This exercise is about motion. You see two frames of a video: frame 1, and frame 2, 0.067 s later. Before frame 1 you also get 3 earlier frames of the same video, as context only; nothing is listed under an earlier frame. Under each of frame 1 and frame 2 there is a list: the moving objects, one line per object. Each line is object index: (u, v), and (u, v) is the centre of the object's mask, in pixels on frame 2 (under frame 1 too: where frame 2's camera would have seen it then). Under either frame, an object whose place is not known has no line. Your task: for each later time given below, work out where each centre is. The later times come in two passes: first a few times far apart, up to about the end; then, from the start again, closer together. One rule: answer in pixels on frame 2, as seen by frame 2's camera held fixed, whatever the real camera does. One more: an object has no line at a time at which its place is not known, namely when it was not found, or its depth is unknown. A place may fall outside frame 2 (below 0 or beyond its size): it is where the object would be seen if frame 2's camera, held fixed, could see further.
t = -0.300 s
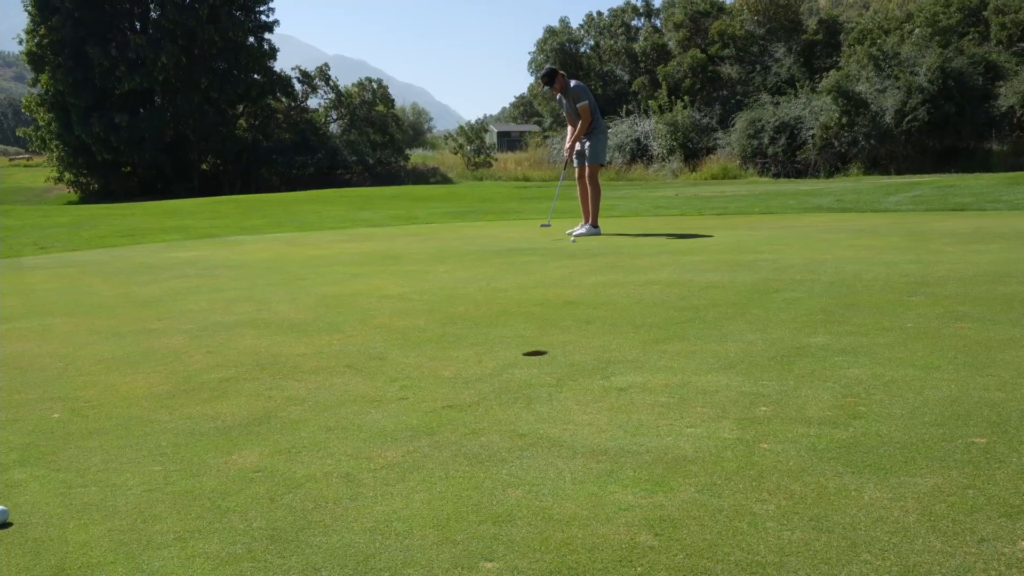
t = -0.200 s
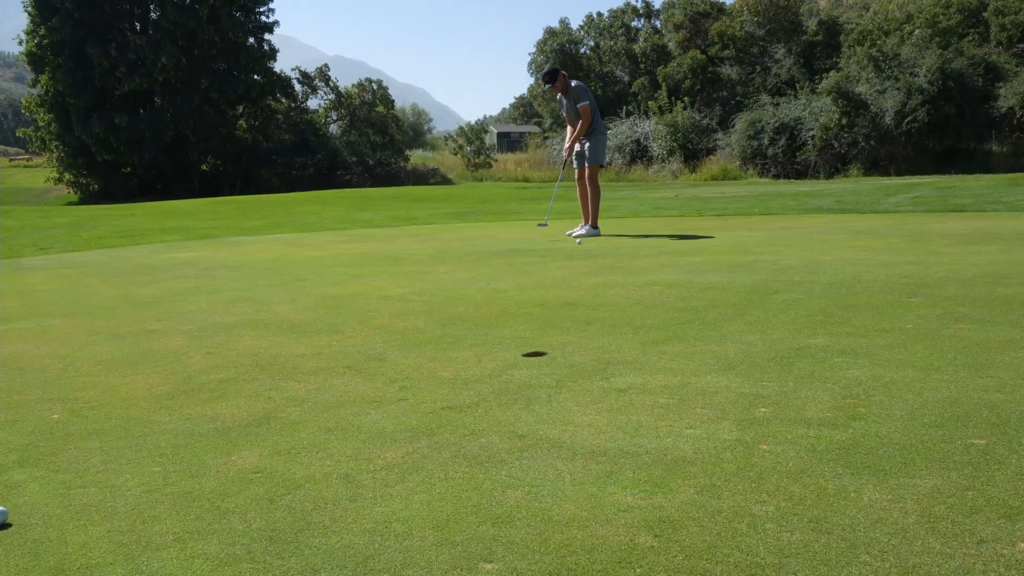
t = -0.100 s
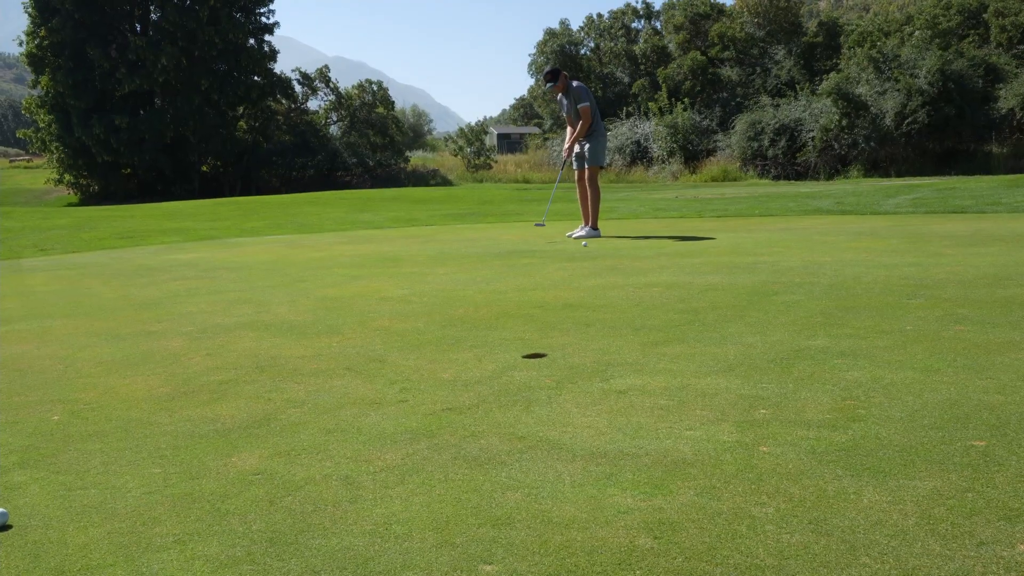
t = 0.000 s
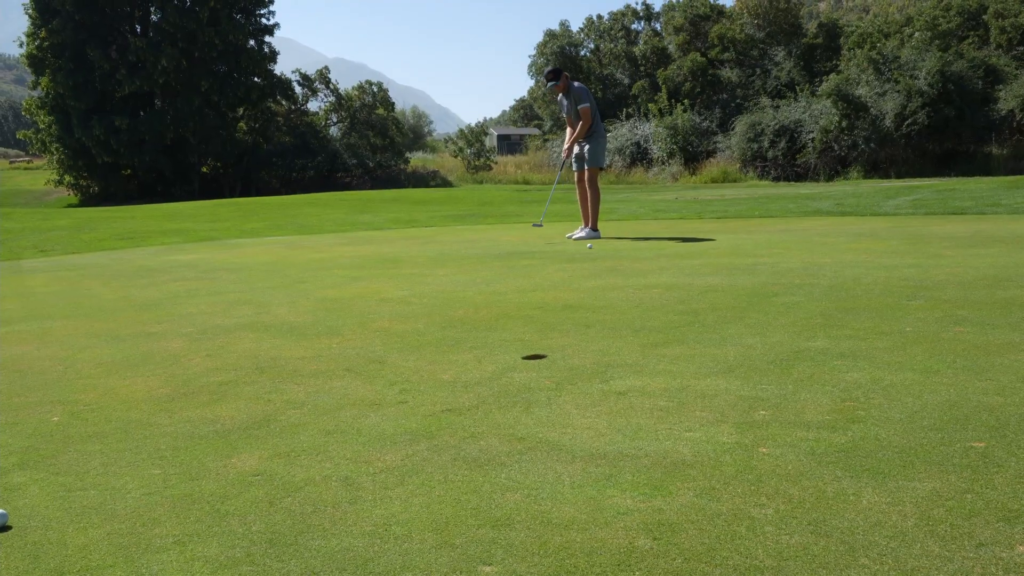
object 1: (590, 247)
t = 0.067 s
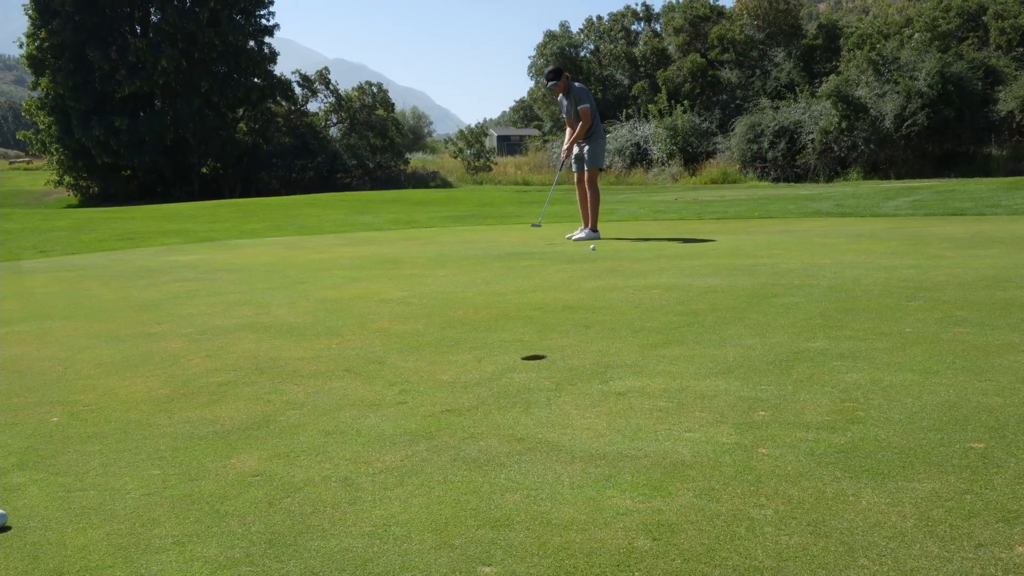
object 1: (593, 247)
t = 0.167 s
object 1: (598, 248)
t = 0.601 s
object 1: (617, 253)
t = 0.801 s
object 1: (624, 255)
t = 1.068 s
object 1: (632, 259)
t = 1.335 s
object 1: (637, 263)
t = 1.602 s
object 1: (641, 267)
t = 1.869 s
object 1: (643, 271)
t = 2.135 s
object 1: (644, 275)
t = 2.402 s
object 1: (643, 280)
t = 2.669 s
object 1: (640, 286)
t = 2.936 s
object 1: (633, 291)
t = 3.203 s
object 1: (624, 297)
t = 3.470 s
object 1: (615, 303)
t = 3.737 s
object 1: (605, 309)
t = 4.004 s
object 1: (595, 316)
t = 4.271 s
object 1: (585, 323)
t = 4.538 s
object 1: (574, 330)
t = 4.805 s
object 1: (562, 336)
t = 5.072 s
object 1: (550, 343)
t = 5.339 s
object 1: (539, 351)
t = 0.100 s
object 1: (594, 248)
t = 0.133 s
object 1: (596, 248)
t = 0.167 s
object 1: (598, 248)
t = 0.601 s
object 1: (617, 253)
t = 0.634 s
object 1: (618, 254)
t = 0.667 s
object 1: (620, 254)
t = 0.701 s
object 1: (621, 254)
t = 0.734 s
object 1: (622, 255)
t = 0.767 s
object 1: (623, 255)
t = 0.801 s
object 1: (624, 255)
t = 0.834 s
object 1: (625, 256)
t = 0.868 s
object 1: (626, 256)
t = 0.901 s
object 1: (627, 257)
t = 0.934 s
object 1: (628, 257)
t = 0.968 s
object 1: (629, 258)
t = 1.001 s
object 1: (630, 258)
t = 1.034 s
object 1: (631, 259)
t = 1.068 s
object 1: (632, 259)
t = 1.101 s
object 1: (633, 260)
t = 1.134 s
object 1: (633, 260)
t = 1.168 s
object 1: (634, 260)
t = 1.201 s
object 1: (635, 261)
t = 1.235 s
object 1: (635, 262)
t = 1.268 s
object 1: (636, 262)
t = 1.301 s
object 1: (637, 262)
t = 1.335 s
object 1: (637, 263)
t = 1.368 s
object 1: (638, 263)
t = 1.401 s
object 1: (639, 264)
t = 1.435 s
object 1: (639, 264)
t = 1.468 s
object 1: (640, 265)
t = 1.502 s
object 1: (640, 265)
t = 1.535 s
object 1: (641, 266)
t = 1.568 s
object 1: (641, 266)
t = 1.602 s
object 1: (641, 267)
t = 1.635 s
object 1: (642, 267)
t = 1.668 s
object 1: (642, 268)
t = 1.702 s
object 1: (642, 268)
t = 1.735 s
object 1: (642, 269)
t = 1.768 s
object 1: (643, 270)
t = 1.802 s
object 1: (643, 270)
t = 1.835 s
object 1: (643, 271)
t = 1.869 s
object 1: (643, 271)
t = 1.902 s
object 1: (644, 271)
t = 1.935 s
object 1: (643, 272)
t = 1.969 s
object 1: (643, 273)
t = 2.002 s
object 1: (643, 273)
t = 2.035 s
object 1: (644, 274)
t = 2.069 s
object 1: (644, 274)
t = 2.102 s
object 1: (644, 275)
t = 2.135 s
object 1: (644, 275)
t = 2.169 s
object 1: (644, 276)
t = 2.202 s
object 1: (644, 277)
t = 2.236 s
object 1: (644, 277)
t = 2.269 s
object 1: (644, 277)
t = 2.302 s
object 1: (644, 278)
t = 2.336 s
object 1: (643, 279)
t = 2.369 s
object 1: (643, 280)
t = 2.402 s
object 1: (643, 280)
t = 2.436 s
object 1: (643, 281)
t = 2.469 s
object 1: (642, 282)
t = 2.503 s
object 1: (642, 282)
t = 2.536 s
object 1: (642, 283)
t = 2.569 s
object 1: (641, 284)
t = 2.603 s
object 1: (641, 284)
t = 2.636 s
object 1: (640, 285)
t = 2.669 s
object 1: (640, 286)
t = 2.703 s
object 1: (639, 286)
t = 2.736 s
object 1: (639, 287)
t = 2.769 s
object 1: (638, 288)
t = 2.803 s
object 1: (638, 288)
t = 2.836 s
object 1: (636, 289)
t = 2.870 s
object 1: (635, 290)
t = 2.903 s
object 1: (634, 291)
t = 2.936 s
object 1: (633, 291)
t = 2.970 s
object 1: (632, 292)
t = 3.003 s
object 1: (631, 293)
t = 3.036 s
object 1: (630, 293)
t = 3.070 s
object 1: (628, 294)
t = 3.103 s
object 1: (627, 295)
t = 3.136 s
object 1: (626, 295)
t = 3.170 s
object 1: (625, 296)
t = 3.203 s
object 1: (624, 297)
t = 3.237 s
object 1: (623, 298)
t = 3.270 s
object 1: (622, 299)
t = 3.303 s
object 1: (620, 299)
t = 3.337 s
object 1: (619, 300)
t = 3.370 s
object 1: (618, 301)
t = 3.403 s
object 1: (617, 301)
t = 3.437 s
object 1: (616, 302)
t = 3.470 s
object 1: (615, 303)
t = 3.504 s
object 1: (614, 304)
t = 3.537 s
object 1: (613, 305)
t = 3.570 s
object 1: (611, 306)
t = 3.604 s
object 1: (610, 306)
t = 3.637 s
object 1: (609, 307)
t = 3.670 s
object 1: (608, 308)
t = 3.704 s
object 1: (606, 309)
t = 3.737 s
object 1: (605, 309)
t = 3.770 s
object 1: (604, 310)
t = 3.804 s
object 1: (602, 311)
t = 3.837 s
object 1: (601, 312)
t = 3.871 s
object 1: (600, 313)
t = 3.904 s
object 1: (599, 314)
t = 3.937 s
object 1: (597, 314)
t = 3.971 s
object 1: (596, 315)
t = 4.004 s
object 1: (595, 316)
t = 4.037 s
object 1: (593, 317)
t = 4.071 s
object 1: (592, 318)
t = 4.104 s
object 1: (591, 319)
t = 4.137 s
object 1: (590, 319)
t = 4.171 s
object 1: (588, 320)
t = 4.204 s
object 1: (587, 321)
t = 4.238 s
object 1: (586, 322)
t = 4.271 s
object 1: (585, 323)
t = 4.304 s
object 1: (584, 324)
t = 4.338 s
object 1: (583, 325)
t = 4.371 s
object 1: (581, 326)
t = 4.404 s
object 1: (580, 326)
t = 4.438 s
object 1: (578, 327)
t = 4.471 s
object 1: (577, 328)
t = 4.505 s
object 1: (575, 329)
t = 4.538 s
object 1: (574, 330)
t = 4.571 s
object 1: (573, 331)
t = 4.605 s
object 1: (571, 331)
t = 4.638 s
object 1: (570, 332)
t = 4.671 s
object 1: (568, 333)
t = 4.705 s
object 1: (567, 334)
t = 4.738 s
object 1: (565, 335)
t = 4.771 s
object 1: (564, 336)
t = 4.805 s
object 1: (562, 336)
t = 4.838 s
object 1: (561, 337)
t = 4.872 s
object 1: (559, 338)
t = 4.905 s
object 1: (558, 339)
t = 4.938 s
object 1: (556, 340)
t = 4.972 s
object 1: (555, 341)
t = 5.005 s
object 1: (553, 342)
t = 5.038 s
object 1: (552, 342)
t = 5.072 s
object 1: (550, 343)
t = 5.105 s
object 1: (549, 344)
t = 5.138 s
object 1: (548, 345)
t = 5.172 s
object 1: (546, 346)
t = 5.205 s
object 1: (545, 347)
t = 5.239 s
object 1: (544, 347)
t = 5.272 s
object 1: (542, 348)
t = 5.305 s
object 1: (541, 349)
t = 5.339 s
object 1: (539, 351)
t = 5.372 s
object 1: (538, 355)
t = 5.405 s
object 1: (536, 359)
